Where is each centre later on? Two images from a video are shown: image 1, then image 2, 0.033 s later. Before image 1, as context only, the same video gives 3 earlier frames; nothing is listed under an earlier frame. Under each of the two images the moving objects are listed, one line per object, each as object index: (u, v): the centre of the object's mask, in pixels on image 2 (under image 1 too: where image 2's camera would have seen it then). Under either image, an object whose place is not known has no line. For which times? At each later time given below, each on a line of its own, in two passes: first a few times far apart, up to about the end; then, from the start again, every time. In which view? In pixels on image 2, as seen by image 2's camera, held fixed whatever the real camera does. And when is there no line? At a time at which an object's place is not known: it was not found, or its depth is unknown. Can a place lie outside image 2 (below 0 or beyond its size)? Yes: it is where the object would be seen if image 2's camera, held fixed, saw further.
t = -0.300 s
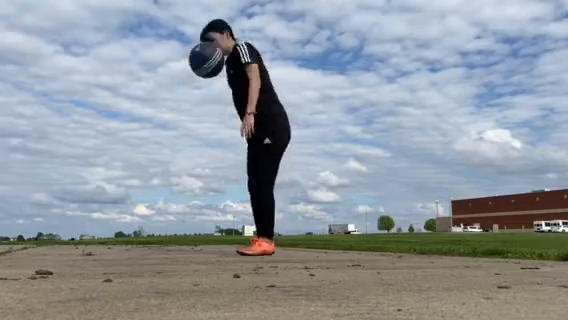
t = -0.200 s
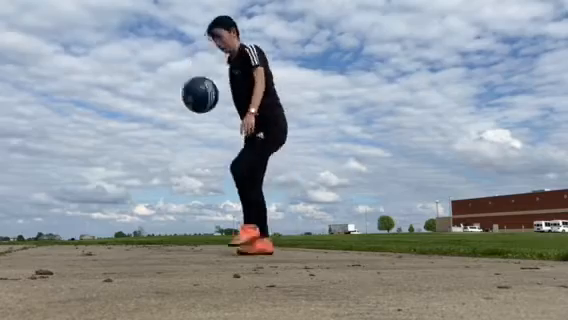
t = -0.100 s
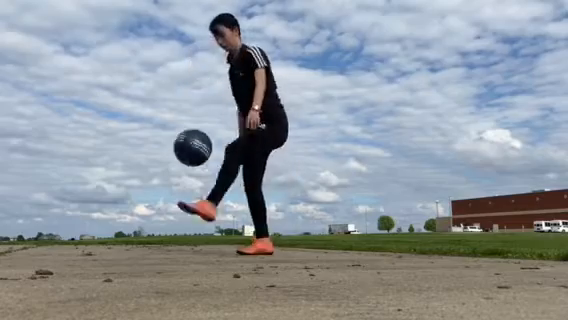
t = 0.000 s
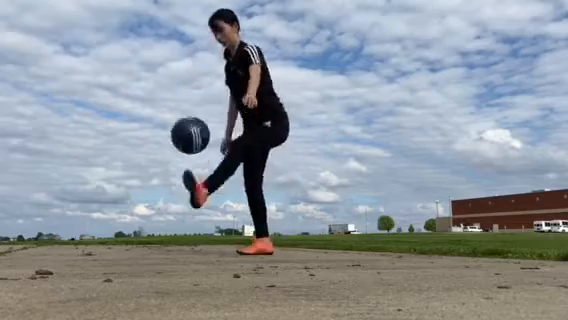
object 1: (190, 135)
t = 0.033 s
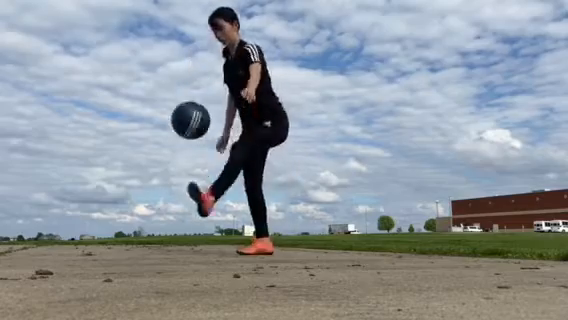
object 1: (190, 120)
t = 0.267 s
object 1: (192, 63)
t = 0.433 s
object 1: (192, 78)
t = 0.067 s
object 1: (190, 106)
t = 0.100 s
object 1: (191, 95)
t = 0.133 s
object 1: (191, 85)
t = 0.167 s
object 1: (191, 76)
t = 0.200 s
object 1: (192, 70)
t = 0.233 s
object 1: (192, 65)
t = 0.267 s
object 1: (192, 63)
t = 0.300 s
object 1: (193, 62)
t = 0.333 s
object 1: (193, 63)
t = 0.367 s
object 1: (193, 66)
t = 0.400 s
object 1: (192, 71)
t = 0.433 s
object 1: (192, 78)
